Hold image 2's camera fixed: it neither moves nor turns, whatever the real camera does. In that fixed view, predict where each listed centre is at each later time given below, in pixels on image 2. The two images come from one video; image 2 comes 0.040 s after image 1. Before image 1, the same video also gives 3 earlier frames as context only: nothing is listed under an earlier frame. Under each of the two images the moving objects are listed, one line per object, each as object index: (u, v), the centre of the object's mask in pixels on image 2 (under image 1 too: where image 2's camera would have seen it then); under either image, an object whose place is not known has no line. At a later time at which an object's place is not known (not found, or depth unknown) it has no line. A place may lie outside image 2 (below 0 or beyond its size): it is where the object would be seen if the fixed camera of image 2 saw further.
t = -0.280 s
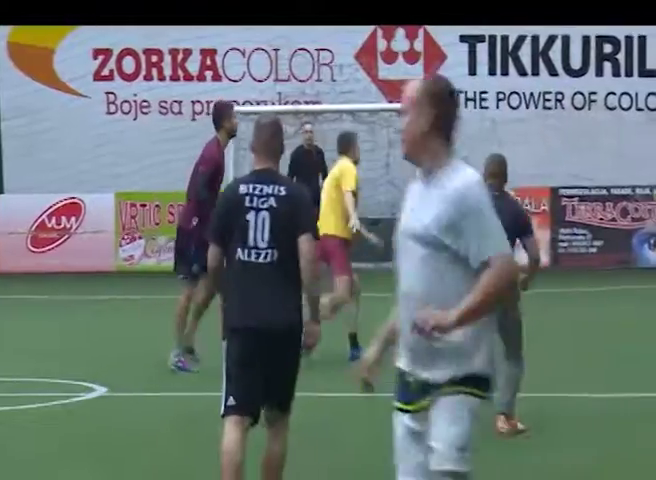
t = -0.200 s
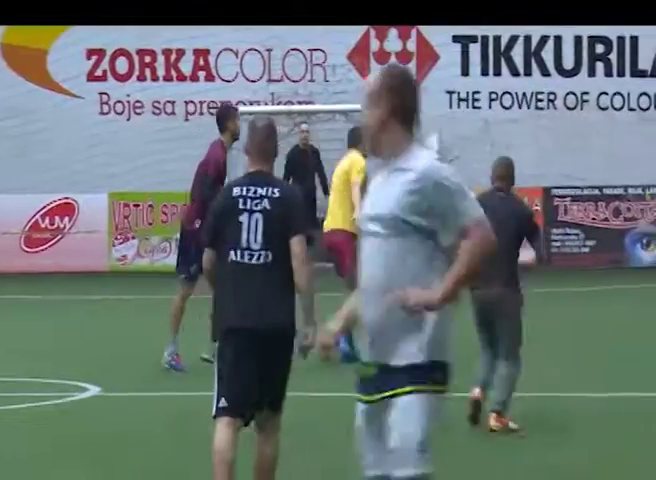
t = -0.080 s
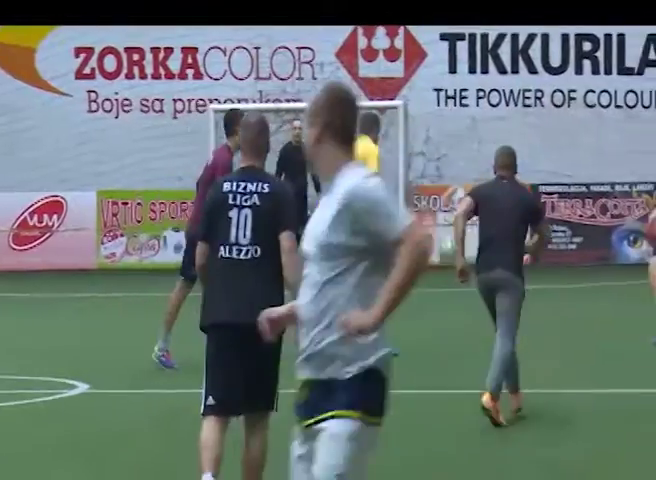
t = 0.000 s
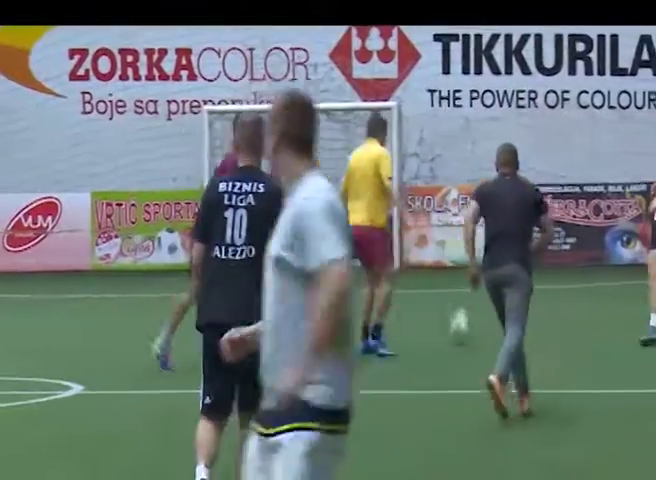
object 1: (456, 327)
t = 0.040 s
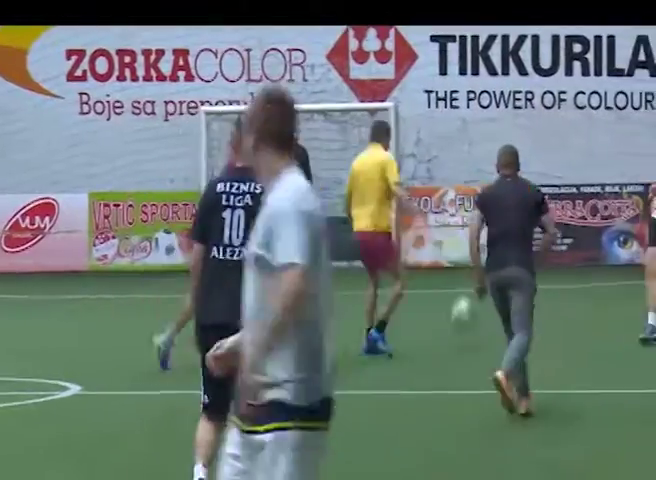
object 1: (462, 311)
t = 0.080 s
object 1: (467, 283)
